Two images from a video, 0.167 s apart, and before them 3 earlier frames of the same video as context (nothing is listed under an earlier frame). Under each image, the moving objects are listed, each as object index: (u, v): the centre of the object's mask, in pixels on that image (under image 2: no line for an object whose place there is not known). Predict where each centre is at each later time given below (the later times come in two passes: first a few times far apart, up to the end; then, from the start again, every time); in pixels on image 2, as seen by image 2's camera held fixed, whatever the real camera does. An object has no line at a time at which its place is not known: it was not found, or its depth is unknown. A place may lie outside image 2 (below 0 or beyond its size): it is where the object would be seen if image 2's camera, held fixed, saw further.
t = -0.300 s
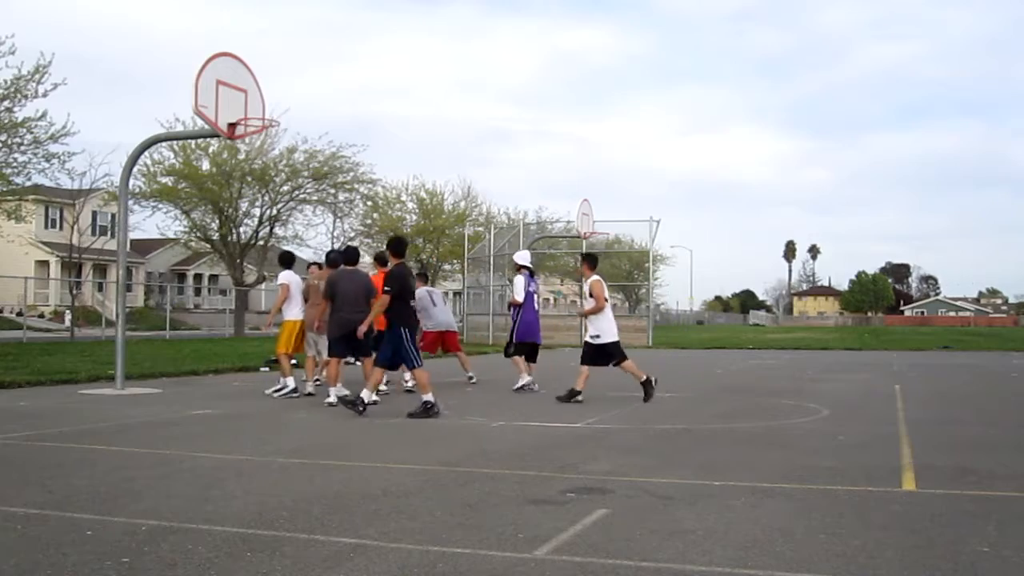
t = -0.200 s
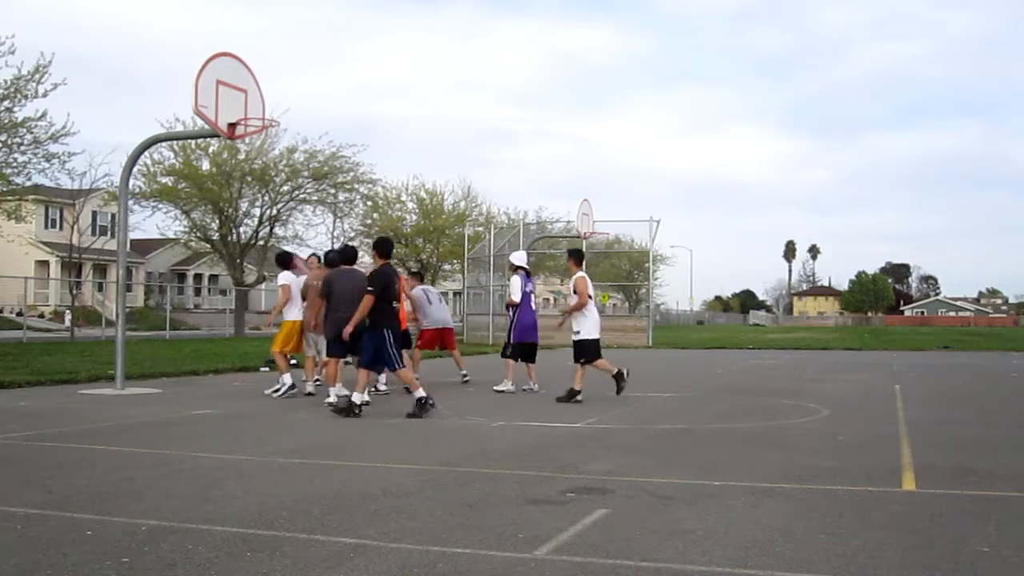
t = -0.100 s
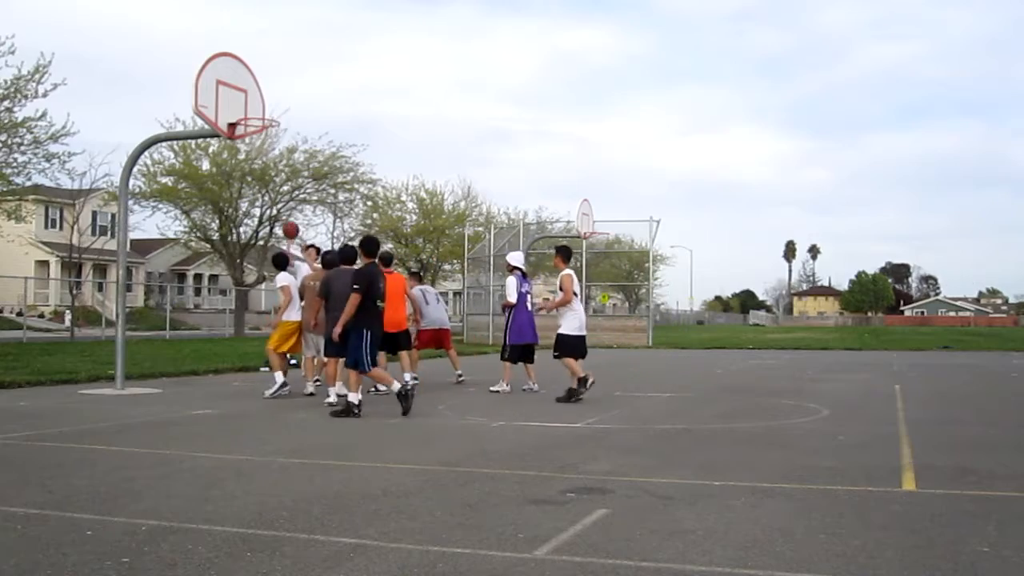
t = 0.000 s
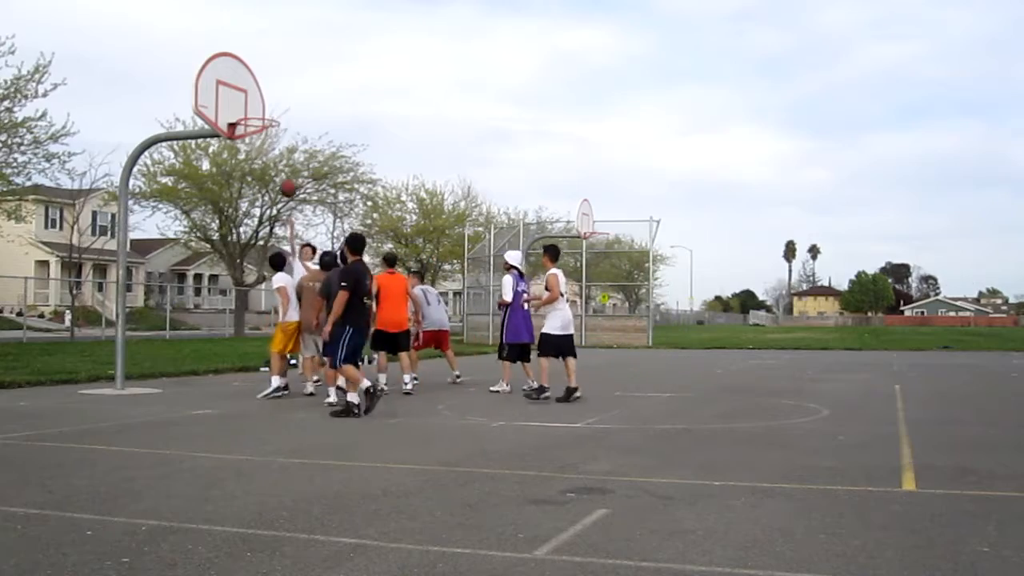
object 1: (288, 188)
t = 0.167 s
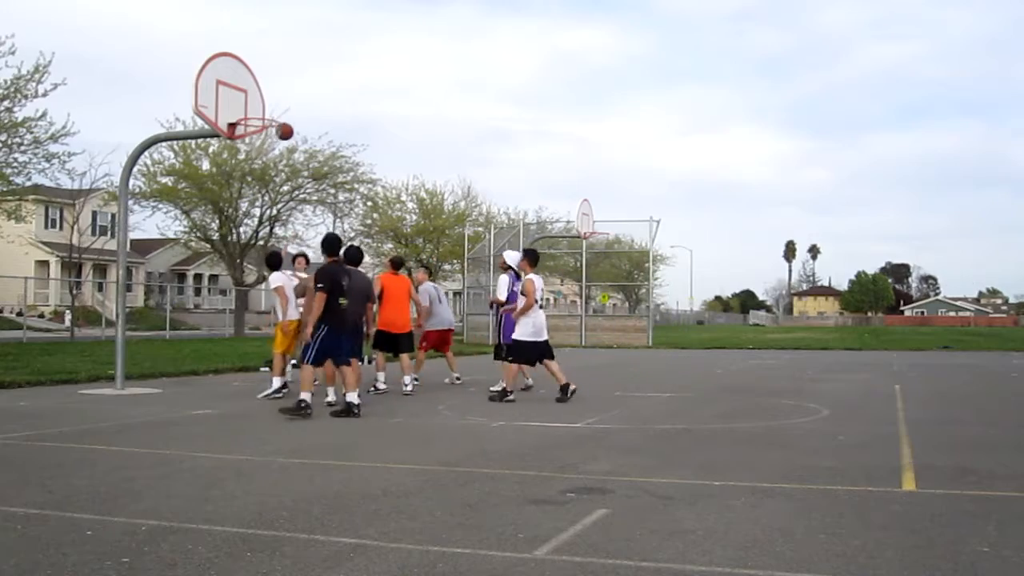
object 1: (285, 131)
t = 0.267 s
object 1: (282, 105)
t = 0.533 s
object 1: (277, 67)
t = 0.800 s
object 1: (270, 83)
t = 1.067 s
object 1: (243, 145)
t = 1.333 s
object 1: (231, 162)
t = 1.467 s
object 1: (227, 192)
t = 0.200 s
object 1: (284, 121)
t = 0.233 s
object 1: (283, 113)
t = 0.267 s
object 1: (282, 105)
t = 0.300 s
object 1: (282, 97)
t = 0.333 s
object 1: (281, 91)
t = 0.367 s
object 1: (281, 85)
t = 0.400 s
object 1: (280, 80)
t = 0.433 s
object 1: (279, 76)
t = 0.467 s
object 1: (279, 72)
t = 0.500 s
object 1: (278, 69)
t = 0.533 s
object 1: (277, 67)
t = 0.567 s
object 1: (277, 66)
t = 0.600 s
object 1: (276, 66)
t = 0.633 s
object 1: (275, 66)
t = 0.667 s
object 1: (274, 68)
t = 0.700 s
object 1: (273, 70)
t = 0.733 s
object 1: (272, 74)
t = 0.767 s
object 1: (271, 78)
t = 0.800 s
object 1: (270, 83)
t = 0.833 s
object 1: (270, 90)
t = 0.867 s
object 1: (268, 97)
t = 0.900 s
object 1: (267, 106)
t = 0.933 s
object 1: (267, 115)
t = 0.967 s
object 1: (264, 124)
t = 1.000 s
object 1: (257, 131)
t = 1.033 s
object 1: (250, 138)
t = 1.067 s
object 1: (243, 145)
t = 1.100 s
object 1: (240, 147)
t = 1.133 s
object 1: (238, 146)
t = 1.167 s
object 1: (237, 145)
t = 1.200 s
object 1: (235, 147)
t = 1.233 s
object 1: (234, 149)
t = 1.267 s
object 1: (233, 152)
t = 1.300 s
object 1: (232, 156)
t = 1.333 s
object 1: (231, 162)
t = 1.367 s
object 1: (230, 168)
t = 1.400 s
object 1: (228, 175)
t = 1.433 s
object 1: (228, 182)
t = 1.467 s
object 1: (227, 192)
